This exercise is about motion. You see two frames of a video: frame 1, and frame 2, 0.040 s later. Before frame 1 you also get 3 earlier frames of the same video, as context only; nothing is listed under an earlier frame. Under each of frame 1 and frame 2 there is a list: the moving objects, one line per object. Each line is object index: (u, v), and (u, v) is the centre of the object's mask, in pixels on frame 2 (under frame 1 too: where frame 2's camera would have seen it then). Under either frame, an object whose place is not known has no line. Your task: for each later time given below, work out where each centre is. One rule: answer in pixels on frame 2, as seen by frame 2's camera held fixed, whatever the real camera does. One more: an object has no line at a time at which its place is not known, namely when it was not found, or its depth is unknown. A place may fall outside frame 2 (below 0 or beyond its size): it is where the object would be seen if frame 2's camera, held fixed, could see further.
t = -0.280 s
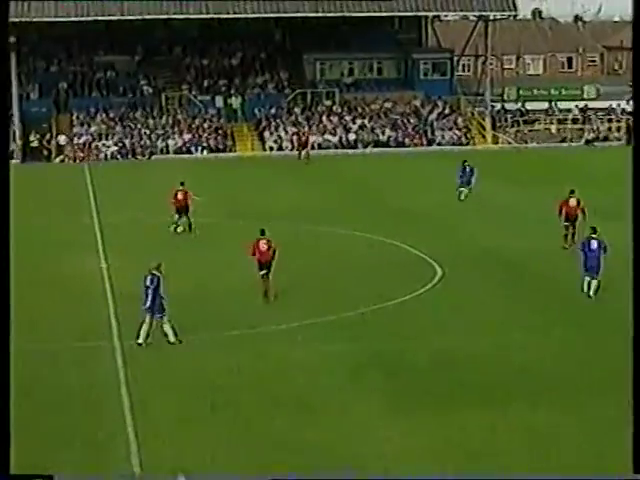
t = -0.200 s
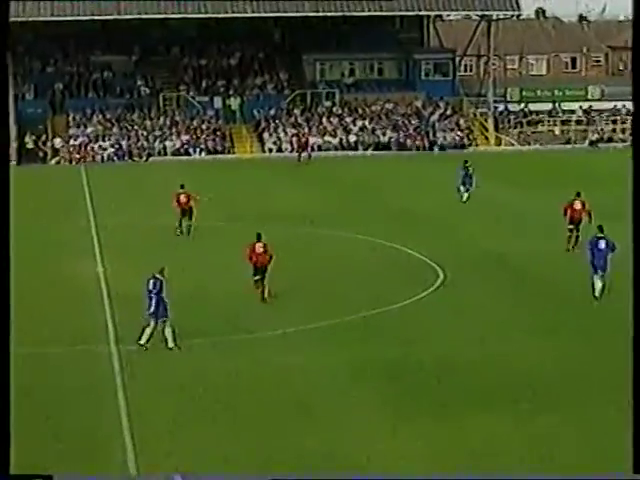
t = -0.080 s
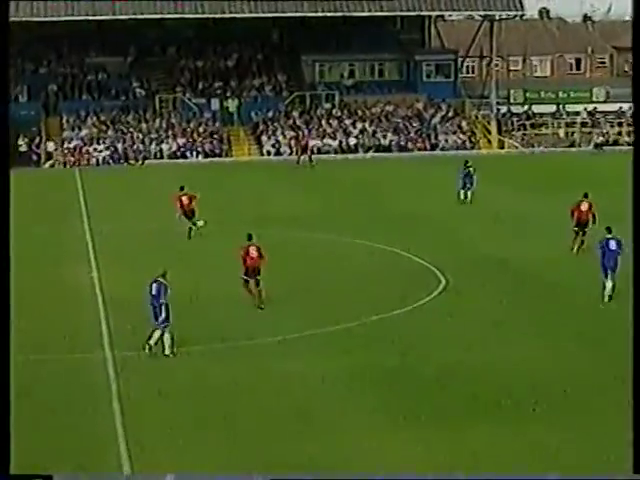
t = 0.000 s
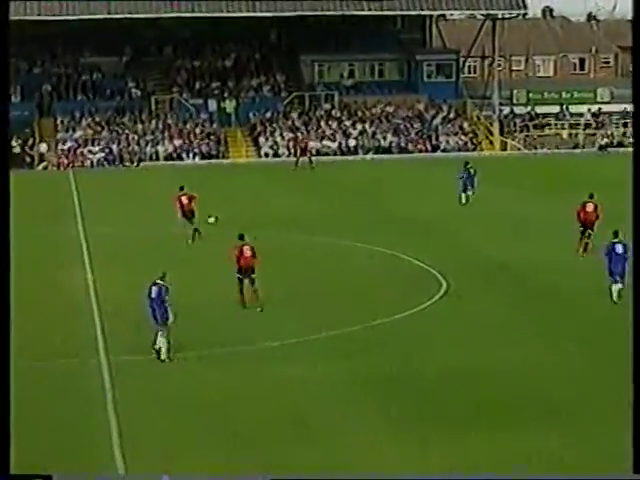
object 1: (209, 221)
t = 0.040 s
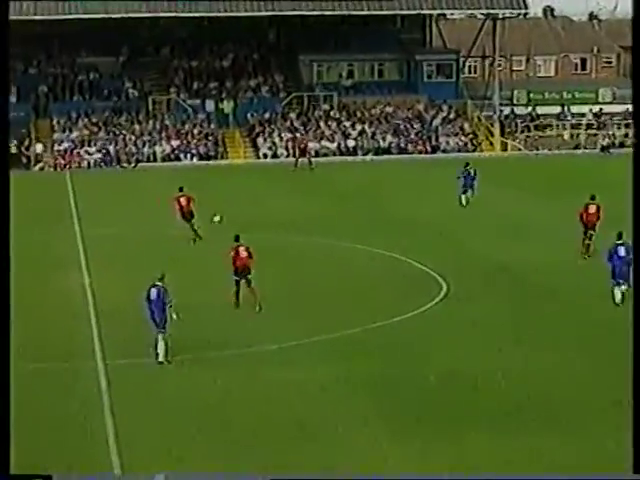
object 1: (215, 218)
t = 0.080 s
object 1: (222, 214)
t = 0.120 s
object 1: (226, 211)
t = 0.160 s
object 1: (231, 209)
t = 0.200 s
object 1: (237, 206)
